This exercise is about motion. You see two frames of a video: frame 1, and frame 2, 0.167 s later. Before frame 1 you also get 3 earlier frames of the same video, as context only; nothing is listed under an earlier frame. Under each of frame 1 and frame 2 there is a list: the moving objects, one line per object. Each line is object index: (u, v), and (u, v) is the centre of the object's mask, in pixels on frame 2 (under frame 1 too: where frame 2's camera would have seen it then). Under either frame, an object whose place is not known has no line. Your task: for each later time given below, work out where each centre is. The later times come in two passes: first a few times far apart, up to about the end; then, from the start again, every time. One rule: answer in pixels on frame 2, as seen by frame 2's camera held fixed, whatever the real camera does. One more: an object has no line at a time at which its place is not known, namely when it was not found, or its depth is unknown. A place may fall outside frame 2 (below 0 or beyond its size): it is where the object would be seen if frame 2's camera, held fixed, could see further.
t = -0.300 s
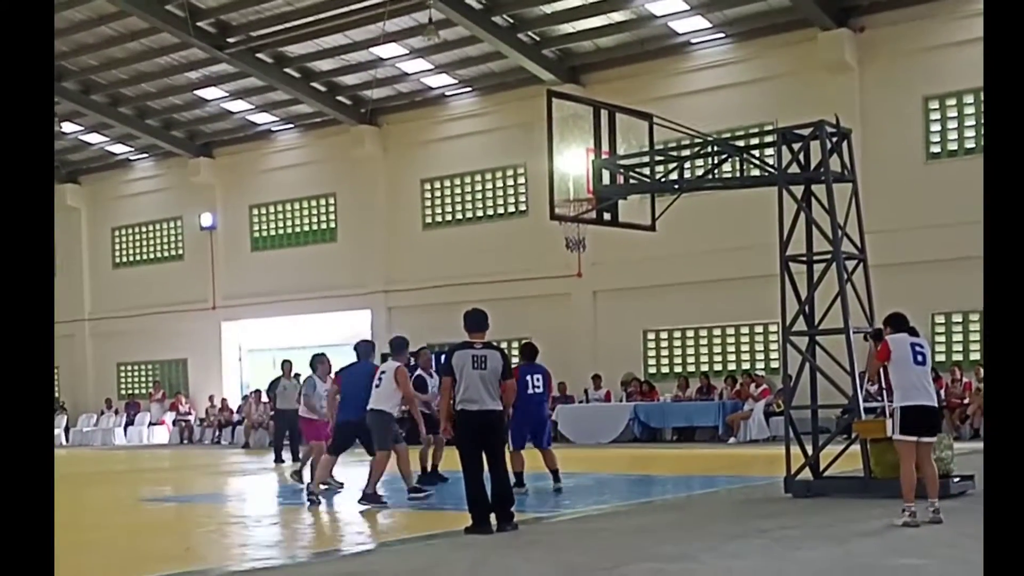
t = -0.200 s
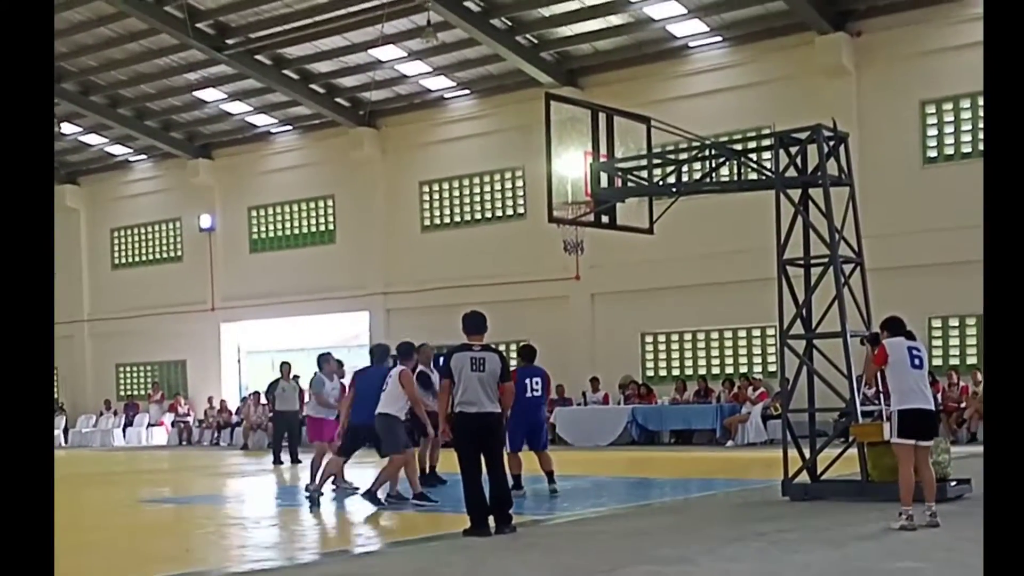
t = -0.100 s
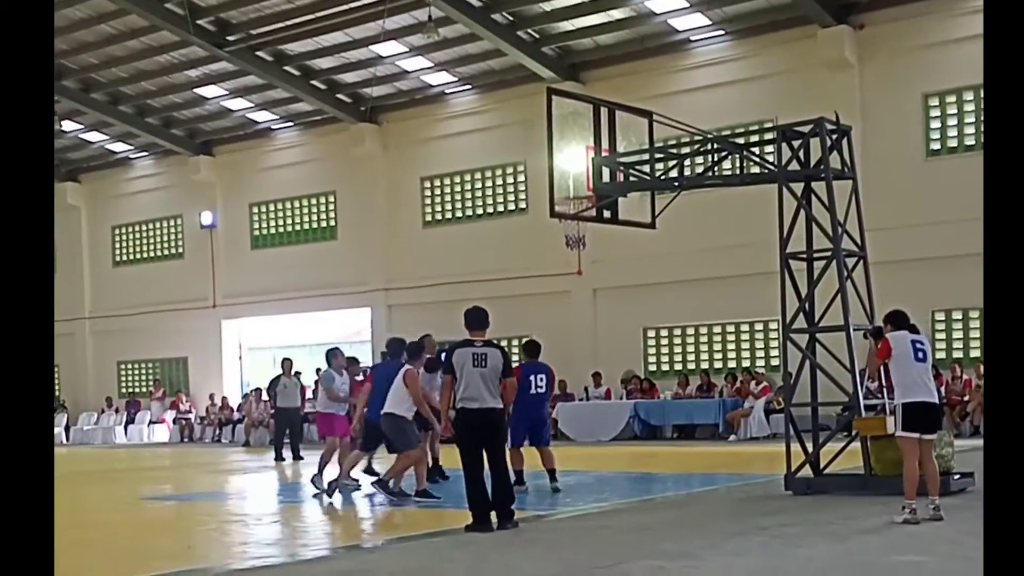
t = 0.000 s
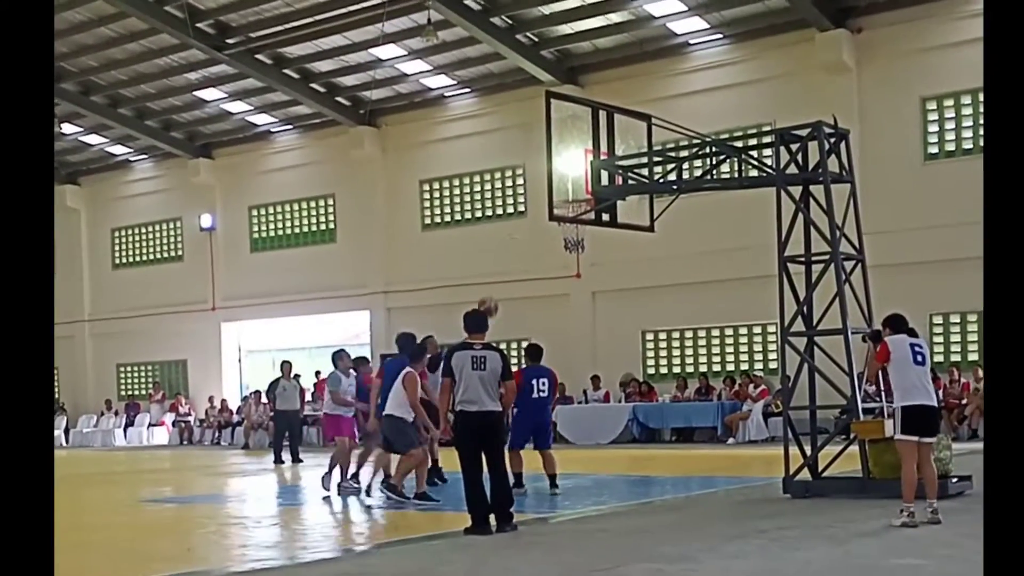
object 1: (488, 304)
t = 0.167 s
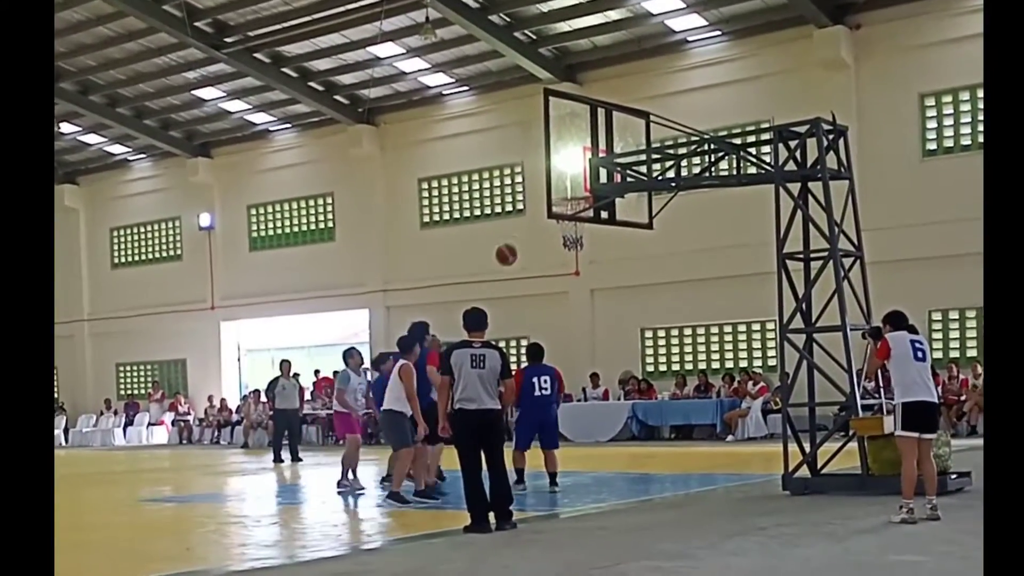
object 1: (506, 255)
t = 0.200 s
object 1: (511, 247)
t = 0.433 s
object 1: (541, 222)
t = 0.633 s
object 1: (567, 238)
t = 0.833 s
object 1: (590, 292)
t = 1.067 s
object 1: (620, 405)
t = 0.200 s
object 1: (511, 247)
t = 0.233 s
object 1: (515, 240)
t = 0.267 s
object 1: (519, 235)
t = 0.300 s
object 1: (524, 231)
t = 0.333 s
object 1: (528, 227)
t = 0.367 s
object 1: (532, 225)
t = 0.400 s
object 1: (537, 223)
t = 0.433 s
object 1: (541, 222)
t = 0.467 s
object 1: (546, 224)
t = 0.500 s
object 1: (550, 226)
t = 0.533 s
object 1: (556, 228)
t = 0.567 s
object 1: (560, 230)
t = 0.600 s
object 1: (563, 233)
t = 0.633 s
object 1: (567, 238)
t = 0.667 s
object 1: (570, 244)
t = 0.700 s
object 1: (574, 249)
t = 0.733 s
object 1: (578, 261)
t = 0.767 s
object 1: (582, 270)
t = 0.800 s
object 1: (585, 280)
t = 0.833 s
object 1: (590, 292)
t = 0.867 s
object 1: (594, 305)
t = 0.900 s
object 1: (599, 319)
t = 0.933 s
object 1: (603, 335)
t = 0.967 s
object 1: (607, 351)
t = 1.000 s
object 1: (610, 368)
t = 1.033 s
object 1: (614, 386)
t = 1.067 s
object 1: (620, 405)
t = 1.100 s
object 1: (625, 428)
